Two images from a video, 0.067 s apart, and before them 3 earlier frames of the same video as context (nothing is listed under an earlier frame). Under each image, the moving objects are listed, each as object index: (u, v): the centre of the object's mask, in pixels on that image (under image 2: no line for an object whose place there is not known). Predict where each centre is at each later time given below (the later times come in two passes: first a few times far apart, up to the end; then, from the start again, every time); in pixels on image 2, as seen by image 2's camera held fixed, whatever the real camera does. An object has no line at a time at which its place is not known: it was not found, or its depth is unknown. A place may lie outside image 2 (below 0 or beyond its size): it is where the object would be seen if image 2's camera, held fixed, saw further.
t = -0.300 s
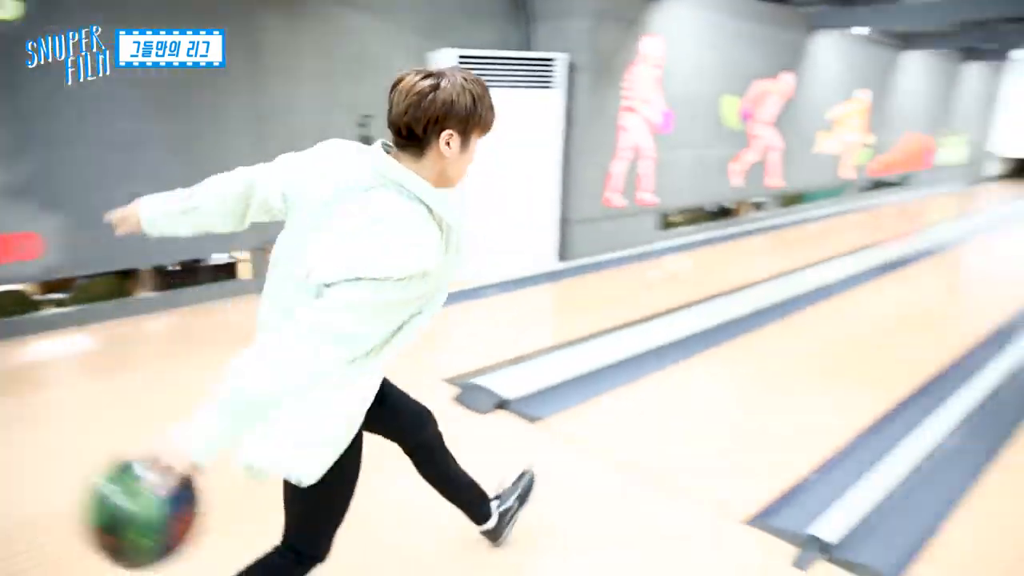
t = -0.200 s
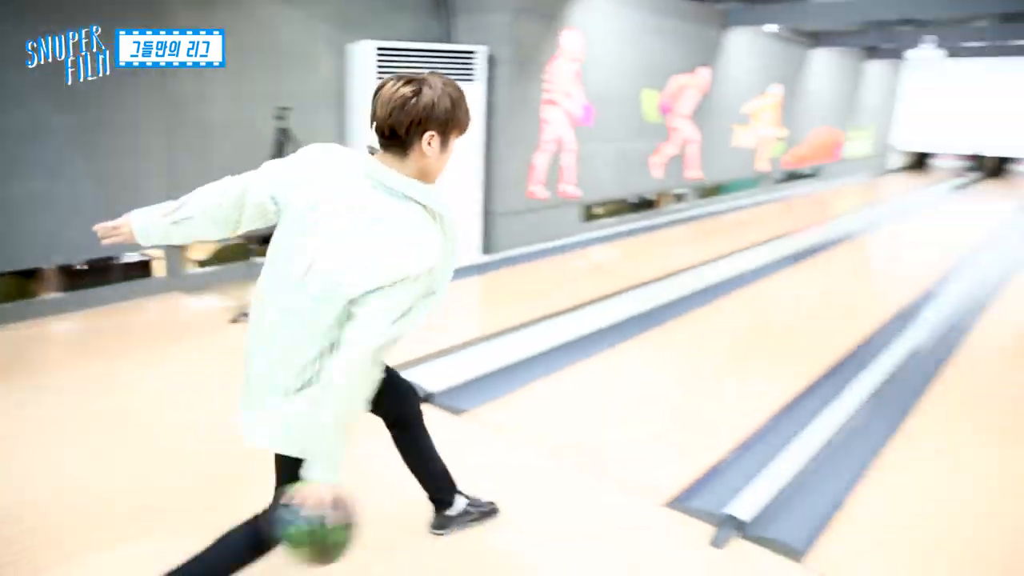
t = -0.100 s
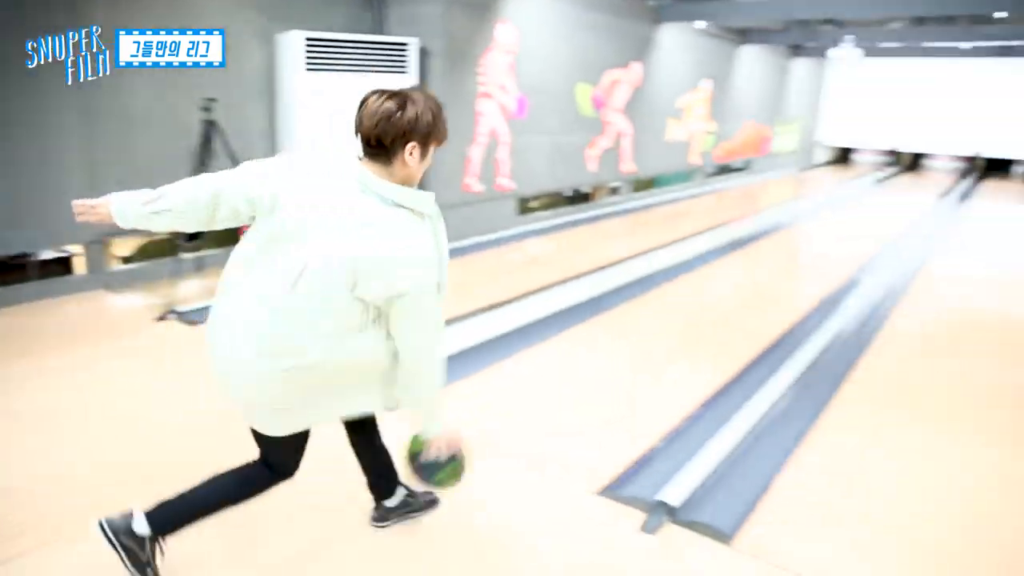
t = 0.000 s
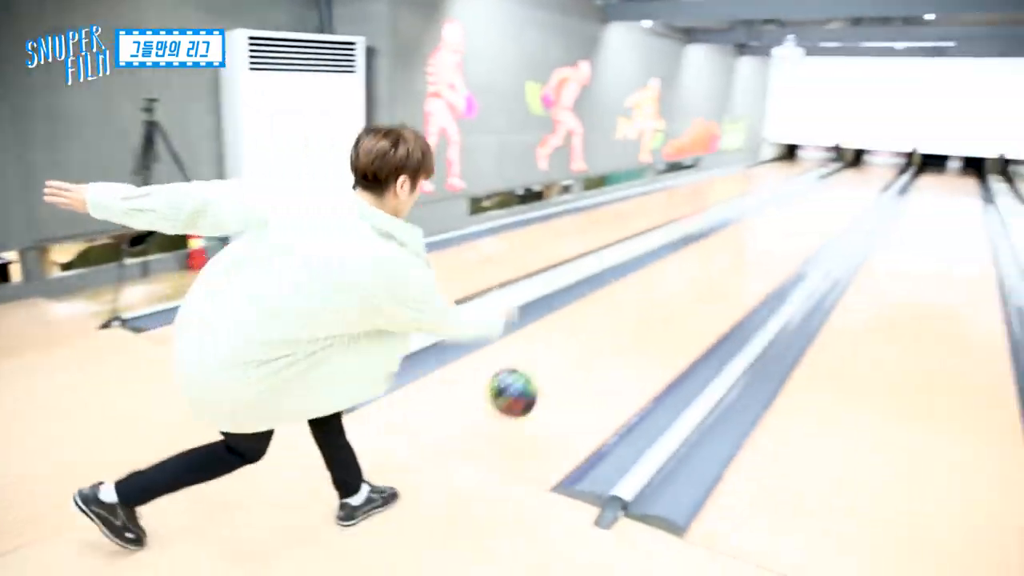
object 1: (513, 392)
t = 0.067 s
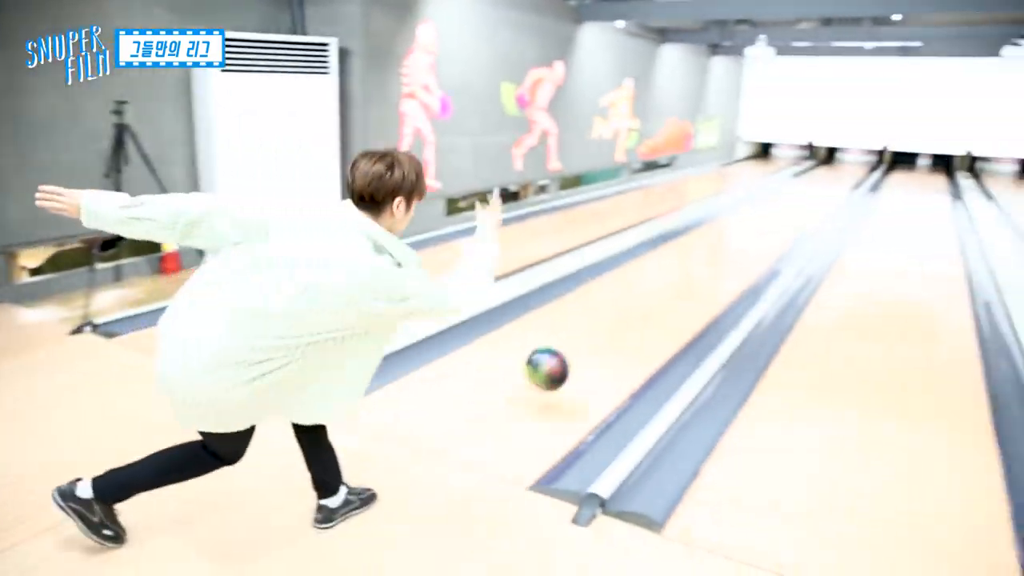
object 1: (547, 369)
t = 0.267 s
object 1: (656, 318)
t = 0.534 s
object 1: (734, 264)
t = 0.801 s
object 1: (779, 233)
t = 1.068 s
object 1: (805, 213)
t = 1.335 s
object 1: (823, 198)
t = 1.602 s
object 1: (835, 187)
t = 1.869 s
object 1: (843, 180)
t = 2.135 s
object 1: (848, 174)
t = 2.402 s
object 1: (850, 169)
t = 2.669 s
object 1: (853, 164)
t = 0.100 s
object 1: (570, 362)
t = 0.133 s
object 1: (591, 360)
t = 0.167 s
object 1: (610, 350)
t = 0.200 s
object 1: (627, 337)
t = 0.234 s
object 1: (642, 327)
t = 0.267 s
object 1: (656, 318)
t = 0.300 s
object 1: (669, 309)
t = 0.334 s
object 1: (680, 300)
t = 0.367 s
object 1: (691, 293)
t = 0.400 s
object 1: (702, 286)
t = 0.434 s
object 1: (711, 280)
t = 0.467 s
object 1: (719, 274)
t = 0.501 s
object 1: (727, 268)
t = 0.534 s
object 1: (734, 264)
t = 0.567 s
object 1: (741, 259)
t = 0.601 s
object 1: (748, 255)
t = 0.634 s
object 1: (754, 250)
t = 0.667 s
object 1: (759, 246)
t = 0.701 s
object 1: (765, 242)
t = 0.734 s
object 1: (770, 239)
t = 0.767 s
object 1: (774, 236)
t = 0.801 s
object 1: (779, 233)
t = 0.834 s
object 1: (783, 229)
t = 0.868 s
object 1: (786, 227)
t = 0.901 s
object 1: (790, 224)
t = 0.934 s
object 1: (793, 221)
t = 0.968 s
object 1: (797, 219)
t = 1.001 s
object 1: (800, 217)
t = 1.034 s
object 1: (802, 215)
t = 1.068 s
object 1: (805, 213)
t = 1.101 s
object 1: (808, 210)
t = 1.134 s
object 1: (810, 208)
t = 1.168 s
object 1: (813, 207)
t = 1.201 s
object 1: (815, 205)
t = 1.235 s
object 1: (817, 203)
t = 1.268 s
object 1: (819, 201)
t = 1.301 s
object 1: (821, 200)
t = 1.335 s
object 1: (823, 198)
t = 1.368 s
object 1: (825, 197)
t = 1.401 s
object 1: (826, 196)
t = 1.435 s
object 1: (828, 194)
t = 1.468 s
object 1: (829, 192)
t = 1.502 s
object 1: (831, 191)
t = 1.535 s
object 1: (832, 189)
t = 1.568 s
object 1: (834, 188)
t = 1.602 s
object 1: (835, 187)
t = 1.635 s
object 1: (836, 186)
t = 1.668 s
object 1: (837, 185)
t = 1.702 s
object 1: (838, 184)
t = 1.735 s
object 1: (839, 183)
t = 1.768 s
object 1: (840, 182)
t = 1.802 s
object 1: (841, 182)
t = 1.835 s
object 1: (842, 181)
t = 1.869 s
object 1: (843, 180)
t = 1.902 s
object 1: (844, 179)
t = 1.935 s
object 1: (844, 178)
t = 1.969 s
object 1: (845, 177)
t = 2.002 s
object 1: (846, 176)
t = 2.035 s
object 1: (846, 176)
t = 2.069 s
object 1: (846, 175)
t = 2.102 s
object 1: (847, 174)
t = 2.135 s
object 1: (848, 174)
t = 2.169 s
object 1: (848, 173)
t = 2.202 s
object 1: (848, 172)
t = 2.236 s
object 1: (849, 171)
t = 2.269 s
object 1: (849, 171)
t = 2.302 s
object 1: (849, 170)
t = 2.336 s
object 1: (850, 170)
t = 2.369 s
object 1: (850, 169)
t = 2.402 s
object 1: (850, 169)
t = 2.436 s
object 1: (851, 168)
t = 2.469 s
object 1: (851, 167)
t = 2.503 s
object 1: (851, 167)
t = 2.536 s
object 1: (851, 166)
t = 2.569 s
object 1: (852, 166)
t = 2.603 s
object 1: (853, 165)
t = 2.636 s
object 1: (853, 165)
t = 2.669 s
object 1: (853, 164)
